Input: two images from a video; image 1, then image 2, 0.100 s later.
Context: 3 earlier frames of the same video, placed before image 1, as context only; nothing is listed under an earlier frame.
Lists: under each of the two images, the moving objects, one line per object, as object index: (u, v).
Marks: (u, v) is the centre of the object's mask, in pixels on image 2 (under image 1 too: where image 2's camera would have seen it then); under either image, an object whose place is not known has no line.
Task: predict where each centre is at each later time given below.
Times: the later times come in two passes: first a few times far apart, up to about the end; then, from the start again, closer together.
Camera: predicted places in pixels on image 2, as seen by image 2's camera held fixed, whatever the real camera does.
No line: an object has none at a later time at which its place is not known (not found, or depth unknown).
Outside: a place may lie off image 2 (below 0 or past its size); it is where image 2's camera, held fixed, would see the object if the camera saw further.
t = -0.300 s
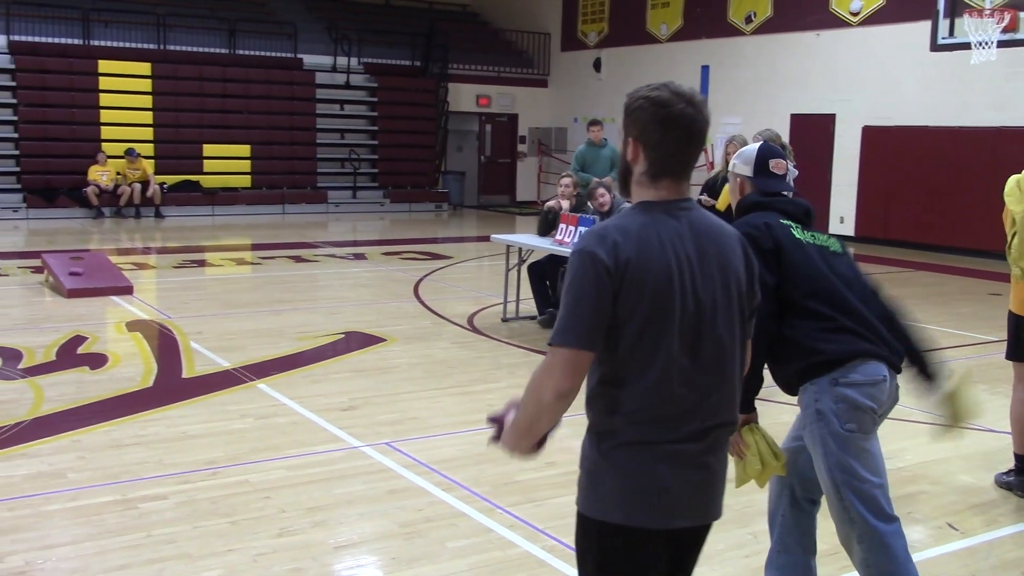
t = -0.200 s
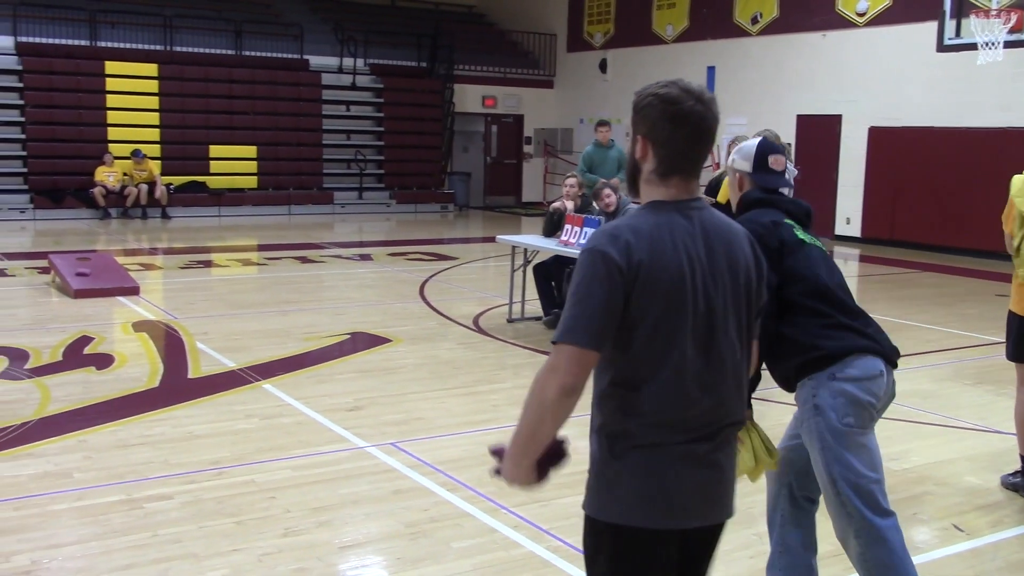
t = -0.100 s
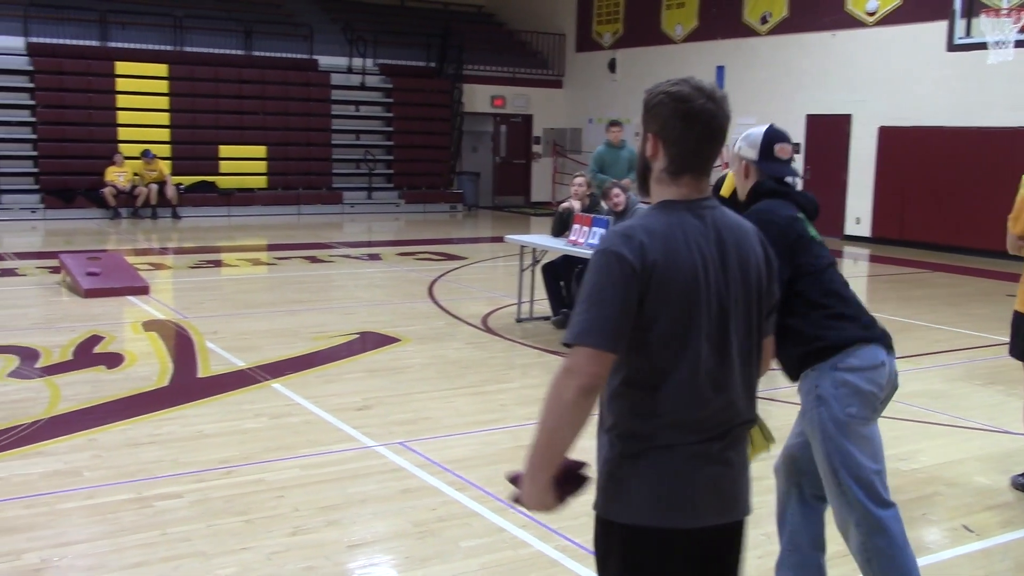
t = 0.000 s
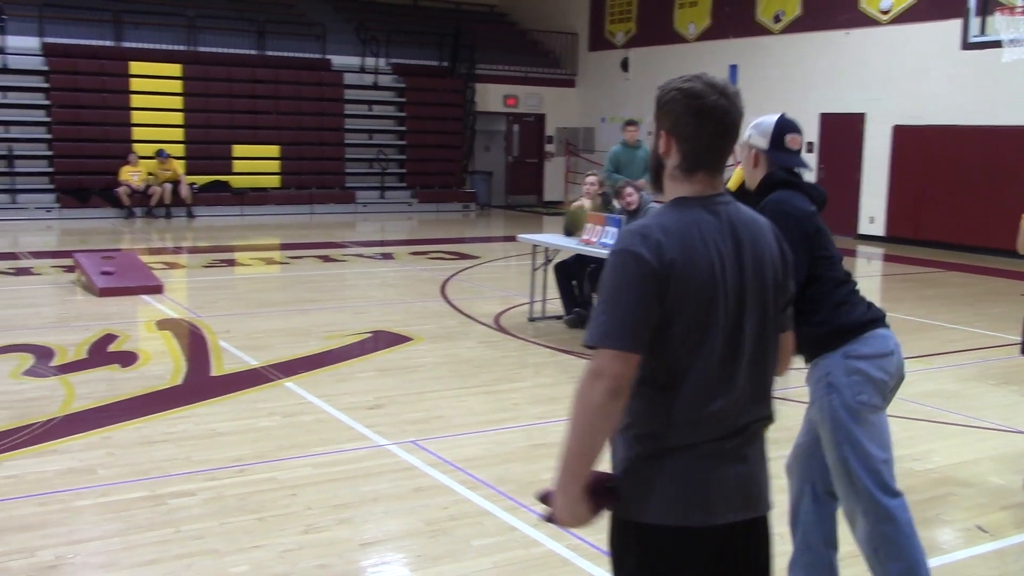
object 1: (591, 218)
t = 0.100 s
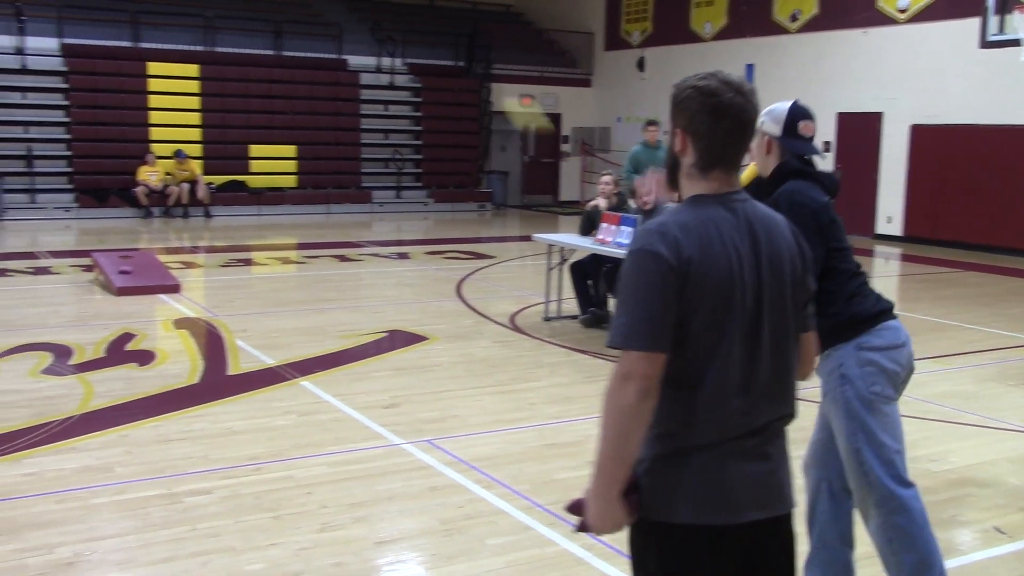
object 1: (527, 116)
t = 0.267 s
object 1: (424, 18)
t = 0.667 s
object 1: (268, 33)
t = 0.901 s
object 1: (212, 127)
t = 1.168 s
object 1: (163, 274)
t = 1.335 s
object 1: (174, 286)
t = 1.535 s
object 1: (182, 294)
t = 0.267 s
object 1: (424, 18)
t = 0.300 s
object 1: (408, 9)
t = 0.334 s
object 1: (395, 4)
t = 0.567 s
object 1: (299, 6)
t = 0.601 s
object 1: (288, 13)
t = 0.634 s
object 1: (277, 23)
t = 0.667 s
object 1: (268, 33)
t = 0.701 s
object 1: (260, 42)
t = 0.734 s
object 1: (250, 56)
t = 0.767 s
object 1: (243, 68)
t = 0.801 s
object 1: (234, 81)
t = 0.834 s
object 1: (226, 96)
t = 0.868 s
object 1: (218, 112)
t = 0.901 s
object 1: (212, 127)
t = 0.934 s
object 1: (207, 142)
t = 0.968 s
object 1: (205, 156)
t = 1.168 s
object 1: (163, 274)
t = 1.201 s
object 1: (164, 283)
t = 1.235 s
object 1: (167, 283)
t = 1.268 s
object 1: (170, 283)
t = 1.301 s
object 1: (173, 285)
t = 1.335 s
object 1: (174, 286)
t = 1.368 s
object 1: (177, 288)
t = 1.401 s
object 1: (179, 291)
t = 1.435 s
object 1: (181, 292)
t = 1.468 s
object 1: (182, 293)
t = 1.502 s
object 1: (182, 293)
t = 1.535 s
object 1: (182, 294)
